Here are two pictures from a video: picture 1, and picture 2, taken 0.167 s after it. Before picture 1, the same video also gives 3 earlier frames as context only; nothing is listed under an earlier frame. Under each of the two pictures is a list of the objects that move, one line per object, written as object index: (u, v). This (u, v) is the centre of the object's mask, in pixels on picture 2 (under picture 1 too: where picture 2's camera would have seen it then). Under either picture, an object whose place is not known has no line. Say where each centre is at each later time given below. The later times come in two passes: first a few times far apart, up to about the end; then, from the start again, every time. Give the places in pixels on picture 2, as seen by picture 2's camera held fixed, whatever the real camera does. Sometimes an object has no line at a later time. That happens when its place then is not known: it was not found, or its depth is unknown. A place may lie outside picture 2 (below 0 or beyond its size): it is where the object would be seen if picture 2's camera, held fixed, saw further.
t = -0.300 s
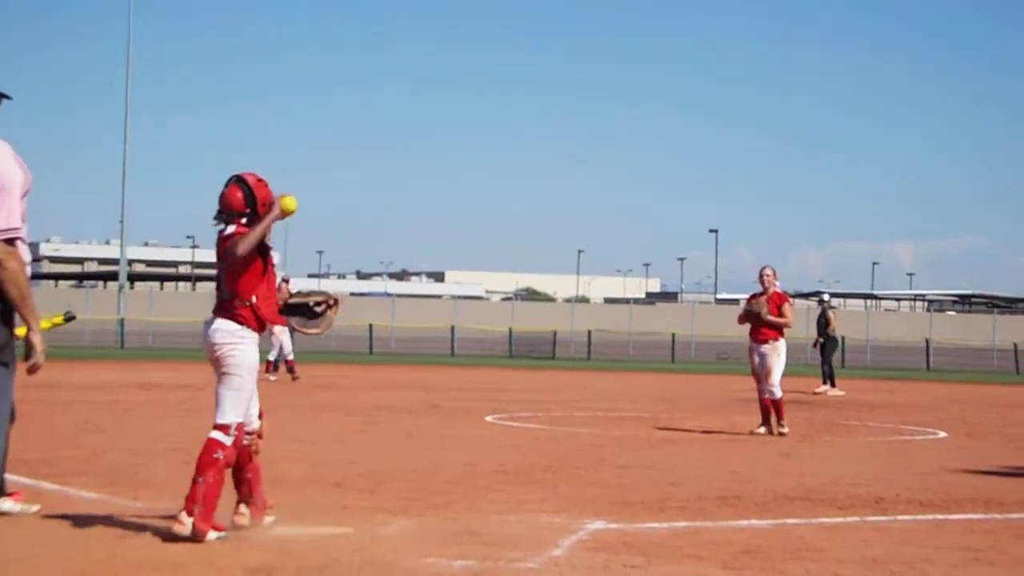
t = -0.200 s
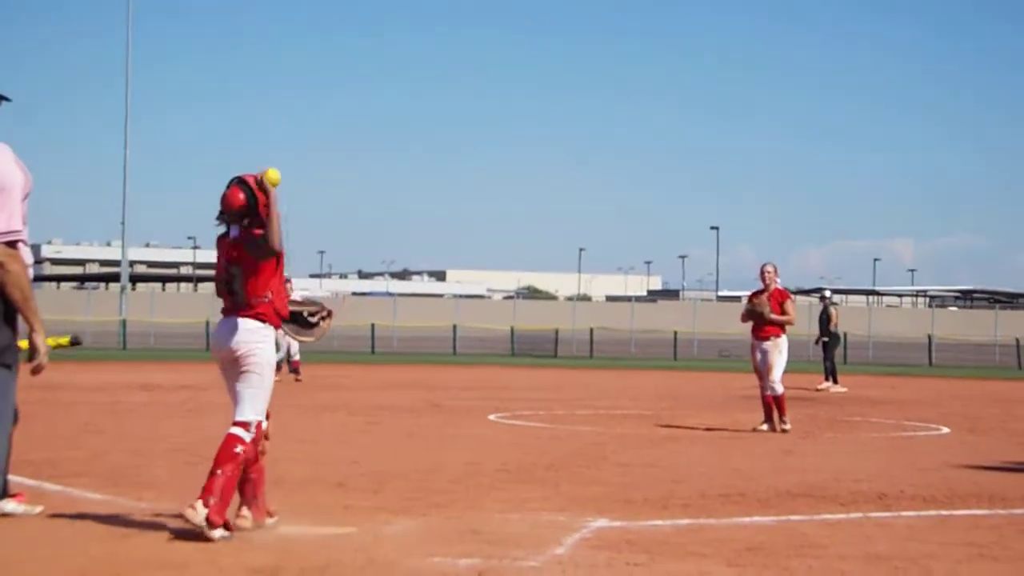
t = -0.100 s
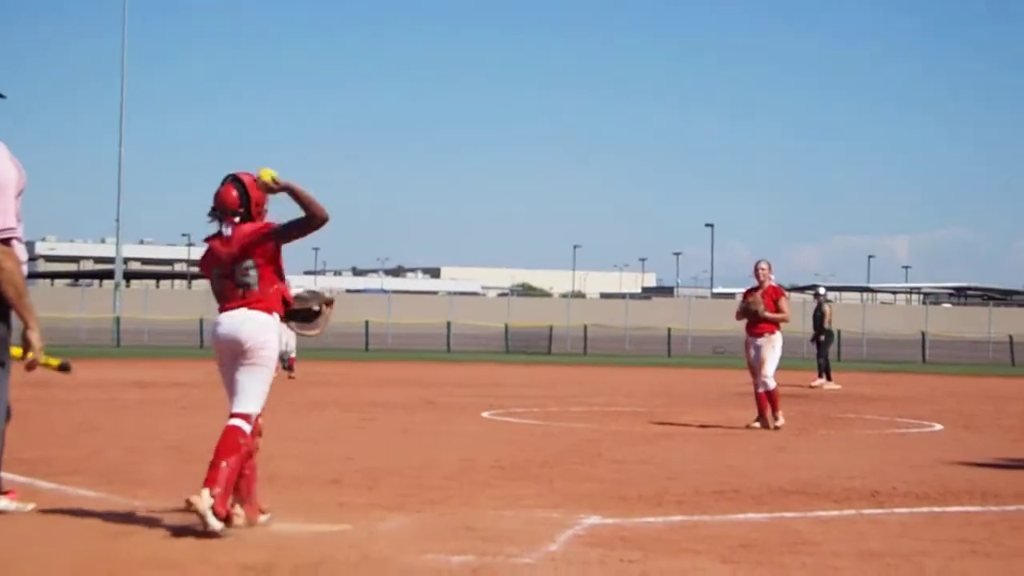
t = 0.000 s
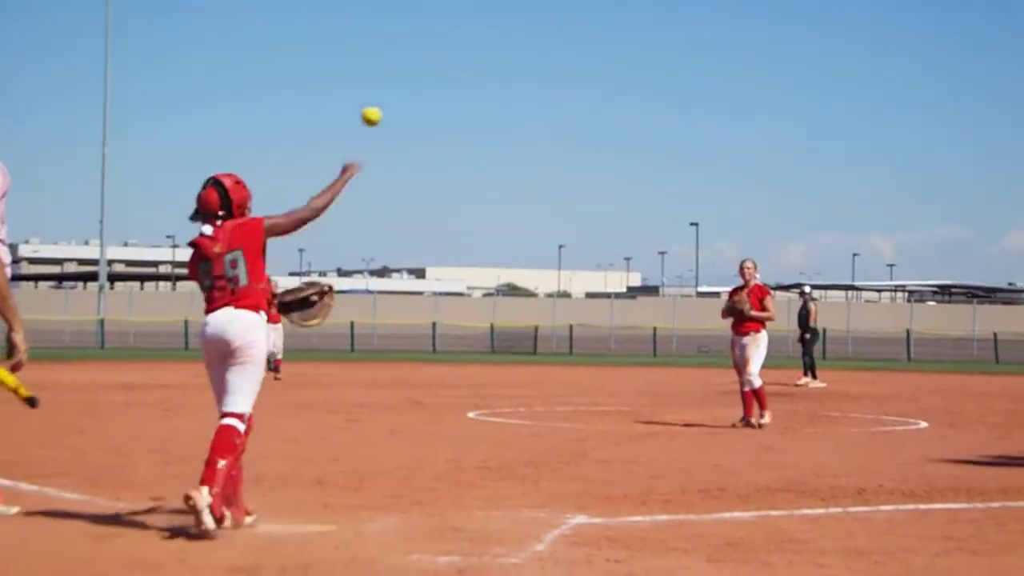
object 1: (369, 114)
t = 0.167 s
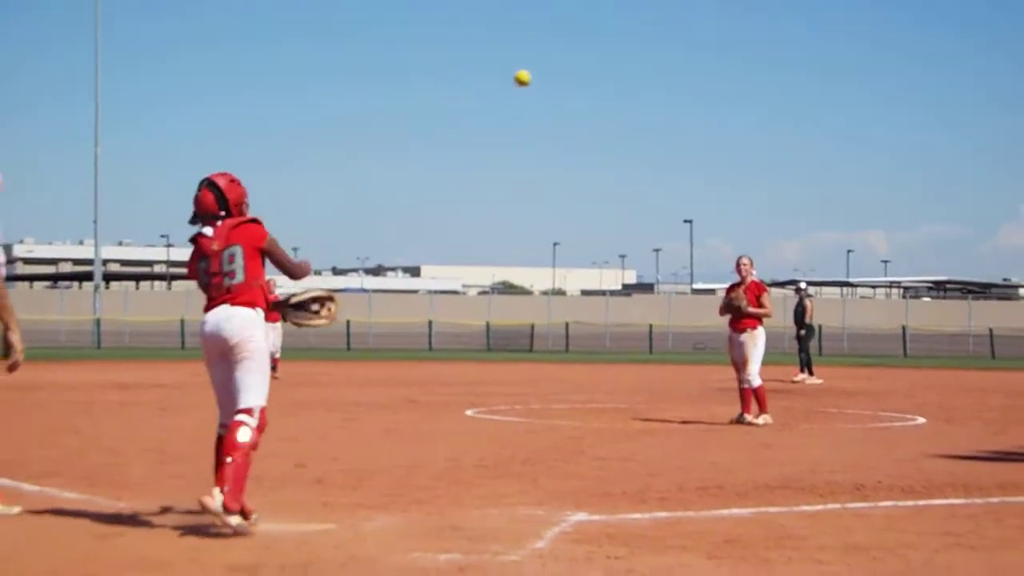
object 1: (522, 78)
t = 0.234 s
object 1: (573, 77)
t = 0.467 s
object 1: (700, 118)
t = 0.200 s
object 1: (548, 77)
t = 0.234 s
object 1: (573, 77)
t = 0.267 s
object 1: (595, 79)
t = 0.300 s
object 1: (616, 83)
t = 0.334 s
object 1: (635, 88)
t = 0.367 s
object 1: (652, 94)
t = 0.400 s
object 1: (670, 101)
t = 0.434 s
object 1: (687, 109)
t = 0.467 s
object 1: (700, 118)
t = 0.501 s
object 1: (714, 128)
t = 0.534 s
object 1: (727, 138)
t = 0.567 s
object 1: (740, 149)
